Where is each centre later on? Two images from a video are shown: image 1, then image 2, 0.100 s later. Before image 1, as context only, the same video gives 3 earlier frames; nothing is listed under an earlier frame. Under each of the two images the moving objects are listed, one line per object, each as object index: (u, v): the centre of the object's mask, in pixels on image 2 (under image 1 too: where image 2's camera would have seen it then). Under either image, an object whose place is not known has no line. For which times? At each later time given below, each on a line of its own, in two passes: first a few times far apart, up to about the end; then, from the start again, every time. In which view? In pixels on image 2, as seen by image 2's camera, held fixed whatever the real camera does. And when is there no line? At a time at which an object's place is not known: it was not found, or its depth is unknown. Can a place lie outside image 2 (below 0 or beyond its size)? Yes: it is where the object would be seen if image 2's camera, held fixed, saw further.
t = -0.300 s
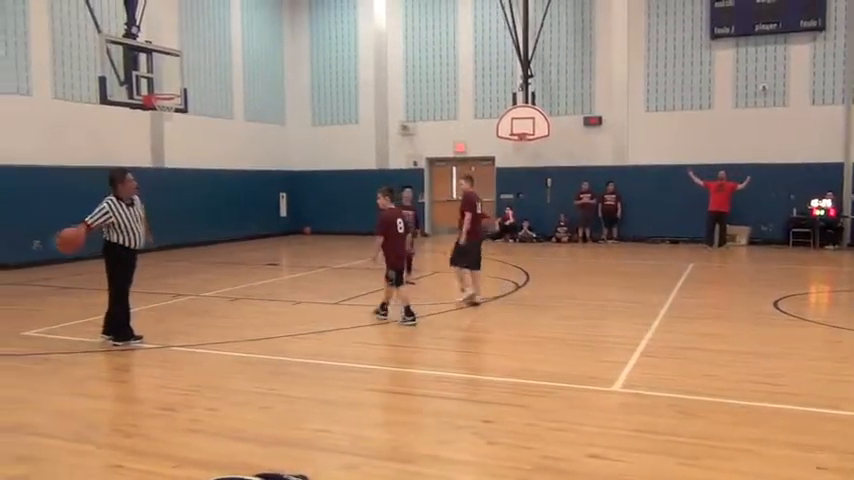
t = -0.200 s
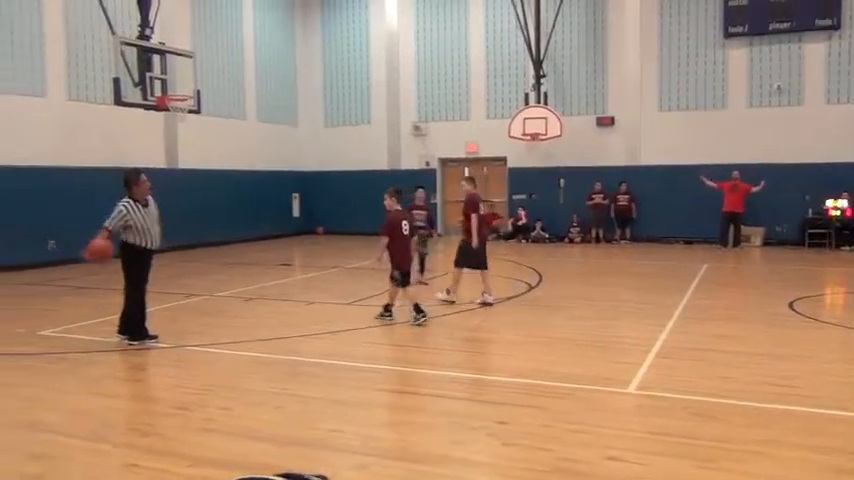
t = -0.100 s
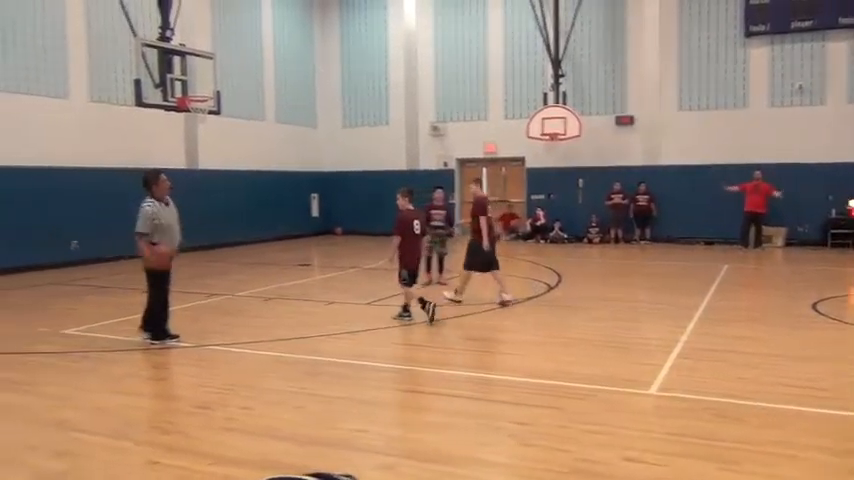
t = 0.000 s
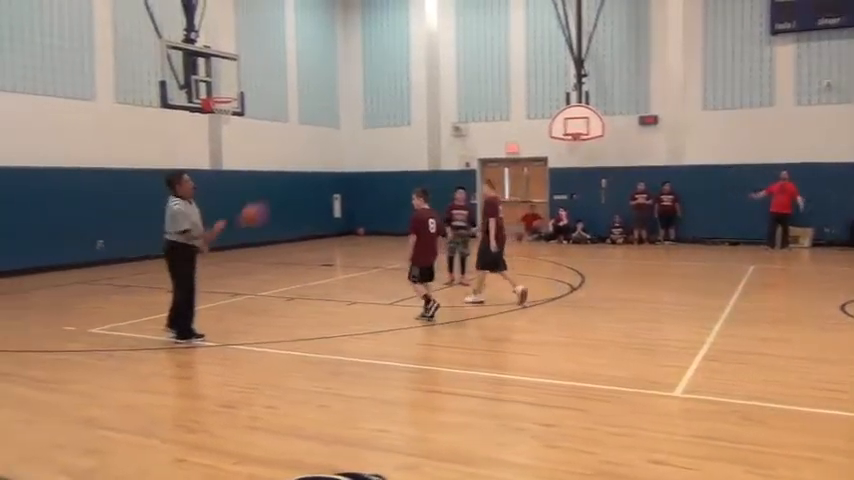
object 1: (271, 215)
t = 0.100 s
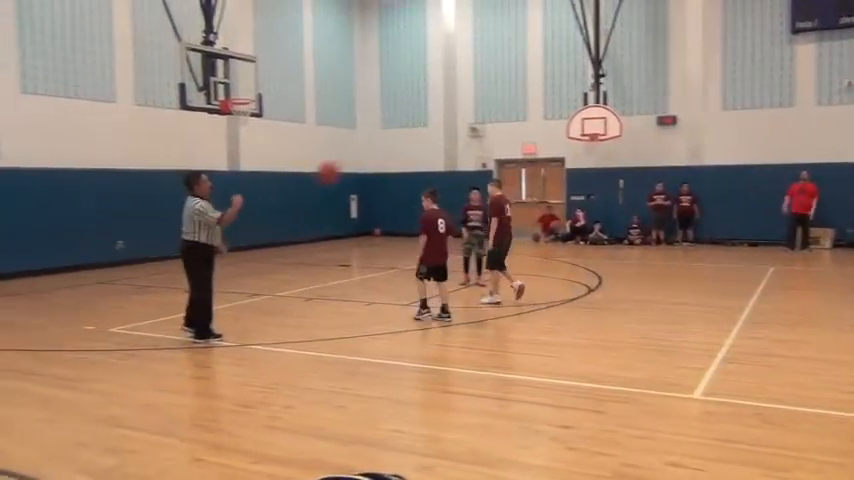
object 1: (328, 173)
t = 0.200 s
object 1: (384, 139)
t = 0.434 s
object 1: (497, 105)
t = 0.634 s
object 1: (580, 115)
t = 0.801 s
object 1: (639, 145)
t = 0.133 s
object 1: (348, 159)
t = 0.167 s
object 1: (366, 149)
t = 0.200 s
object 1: (384, 139)
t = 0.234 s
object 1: (402, 130)
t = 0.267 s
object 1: (419, 123)
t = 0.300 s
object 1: (435, 118)
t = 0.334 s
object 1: (451, 113)
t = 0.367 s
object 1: (467, 109)
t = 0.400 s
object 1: (482, 106)
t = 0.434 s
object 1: (497, 105)
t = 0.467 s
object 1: (512, 104)
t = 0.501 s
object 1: (525, 104)
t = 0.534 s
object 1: (540, 106)
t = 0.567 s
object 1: (554, 108)
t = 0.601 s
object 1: (567, 111)
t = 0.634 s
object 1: (580, 115)
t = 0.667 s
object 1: (592, 119)
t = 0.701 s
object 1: (604, 125)
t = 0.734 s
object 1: (616, 131)
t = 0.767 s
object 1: (628, 138)
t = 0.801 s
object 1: (639, 145)
